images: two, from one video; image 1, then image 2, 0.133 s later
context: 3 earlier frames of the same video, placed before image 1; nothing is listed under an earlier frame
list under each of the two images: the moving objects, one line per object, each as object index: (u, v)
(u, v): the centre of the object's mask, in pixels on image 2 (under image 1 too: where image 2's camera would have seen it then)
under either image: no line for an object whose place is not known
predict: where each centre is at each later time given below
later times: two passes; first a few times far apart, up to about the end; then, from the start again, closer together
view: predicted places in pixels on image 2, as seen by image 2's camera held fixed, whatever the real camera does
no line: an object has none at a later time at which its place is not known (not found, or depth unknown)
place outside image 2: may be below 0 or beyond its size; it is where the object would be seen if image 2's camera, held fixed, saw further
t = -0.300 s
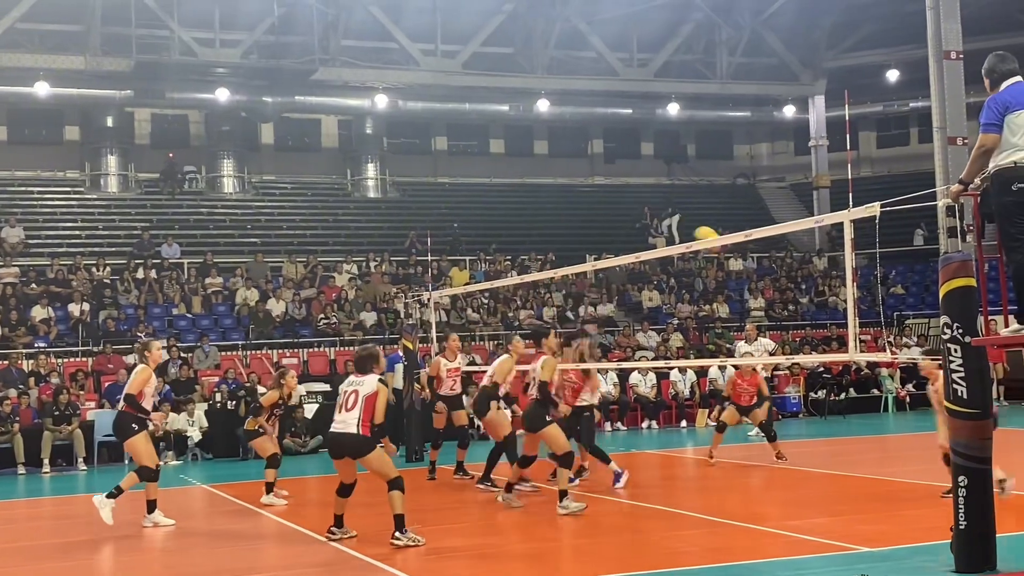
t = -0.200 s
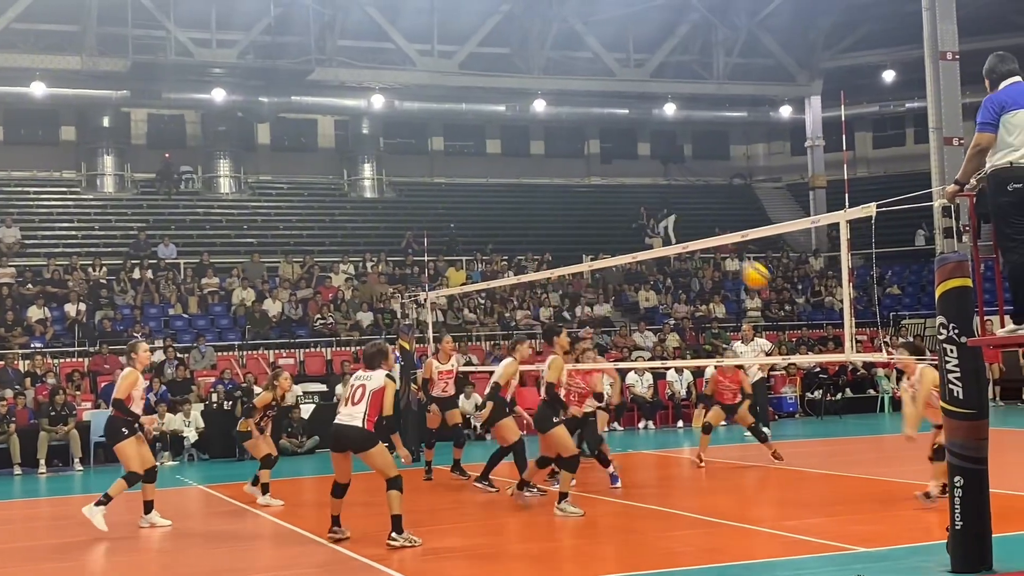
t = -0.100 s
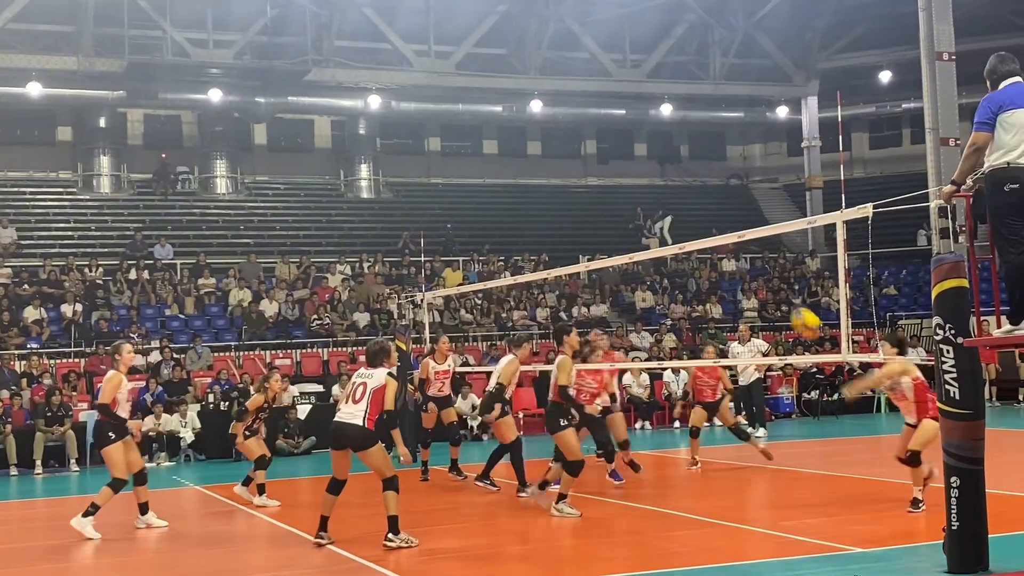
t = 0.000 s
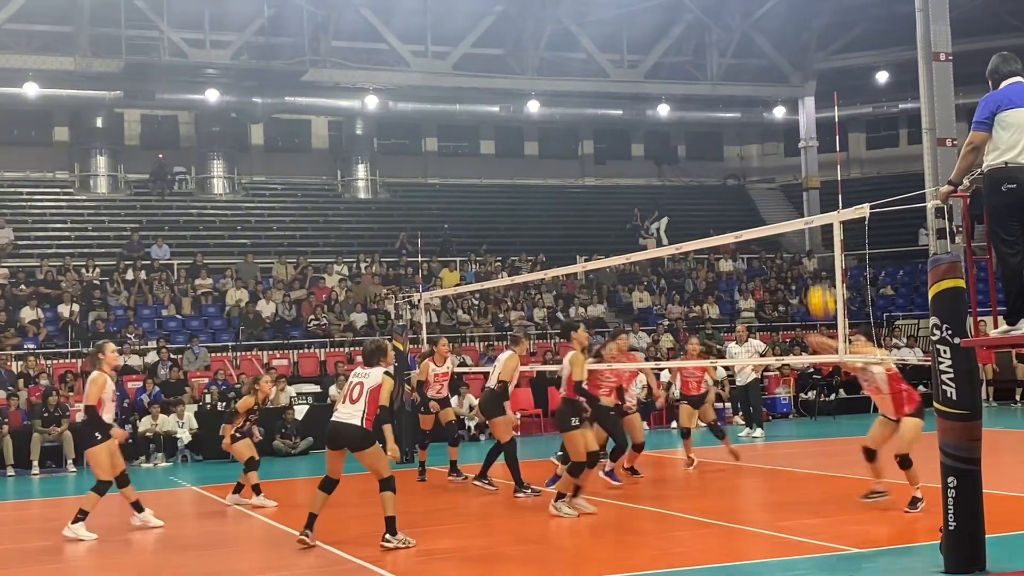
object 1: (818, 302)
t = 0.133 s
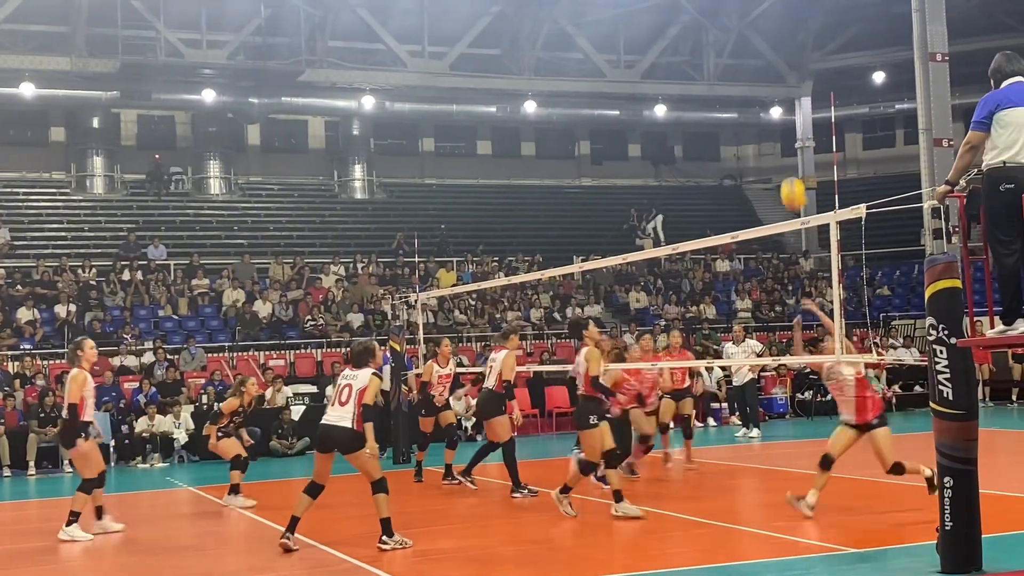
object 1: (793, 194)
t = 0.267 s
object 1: (774, 112)
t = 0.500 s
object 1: (747, 25)
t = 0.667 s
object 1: (733, 6)
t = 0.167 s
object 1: (789, 171)
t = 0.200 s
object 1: (783, 151)
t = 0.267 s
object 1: (774, 112)
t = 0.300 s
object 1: (769, 95)
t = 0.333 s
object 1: (765, 80)
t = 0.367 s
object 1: (761, 67)
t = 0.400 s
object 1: (757, 54)
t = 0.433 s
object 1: (754, 43)
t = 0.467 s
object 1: (750, 34)
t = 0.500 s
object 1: (747, 25)
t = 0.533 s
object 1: (744, 18)
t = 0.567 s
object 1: (741, 13)
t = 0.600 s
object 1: (738, 9)
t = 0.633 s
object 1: (736, 7)
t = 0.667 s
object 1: (733, 6)
